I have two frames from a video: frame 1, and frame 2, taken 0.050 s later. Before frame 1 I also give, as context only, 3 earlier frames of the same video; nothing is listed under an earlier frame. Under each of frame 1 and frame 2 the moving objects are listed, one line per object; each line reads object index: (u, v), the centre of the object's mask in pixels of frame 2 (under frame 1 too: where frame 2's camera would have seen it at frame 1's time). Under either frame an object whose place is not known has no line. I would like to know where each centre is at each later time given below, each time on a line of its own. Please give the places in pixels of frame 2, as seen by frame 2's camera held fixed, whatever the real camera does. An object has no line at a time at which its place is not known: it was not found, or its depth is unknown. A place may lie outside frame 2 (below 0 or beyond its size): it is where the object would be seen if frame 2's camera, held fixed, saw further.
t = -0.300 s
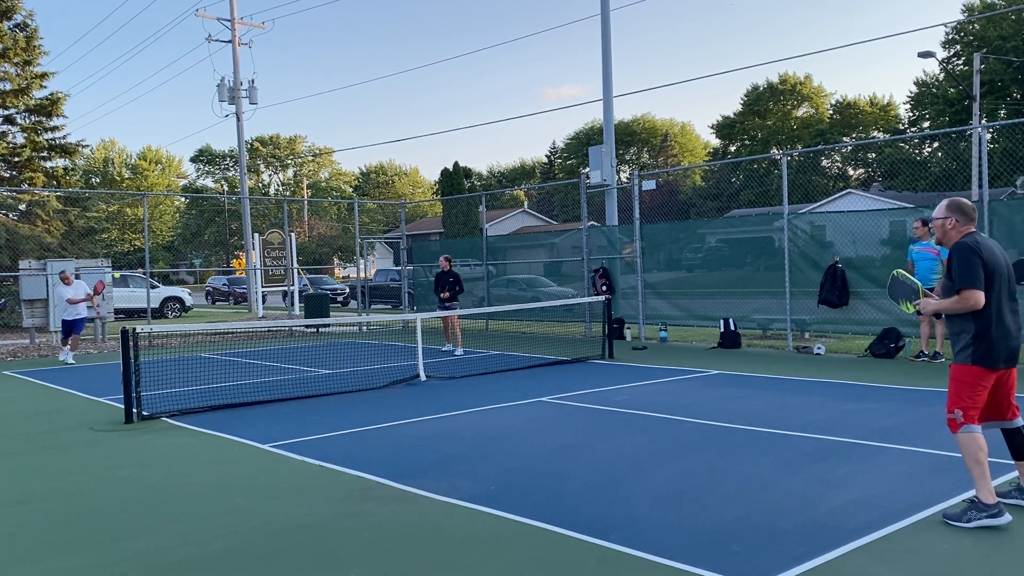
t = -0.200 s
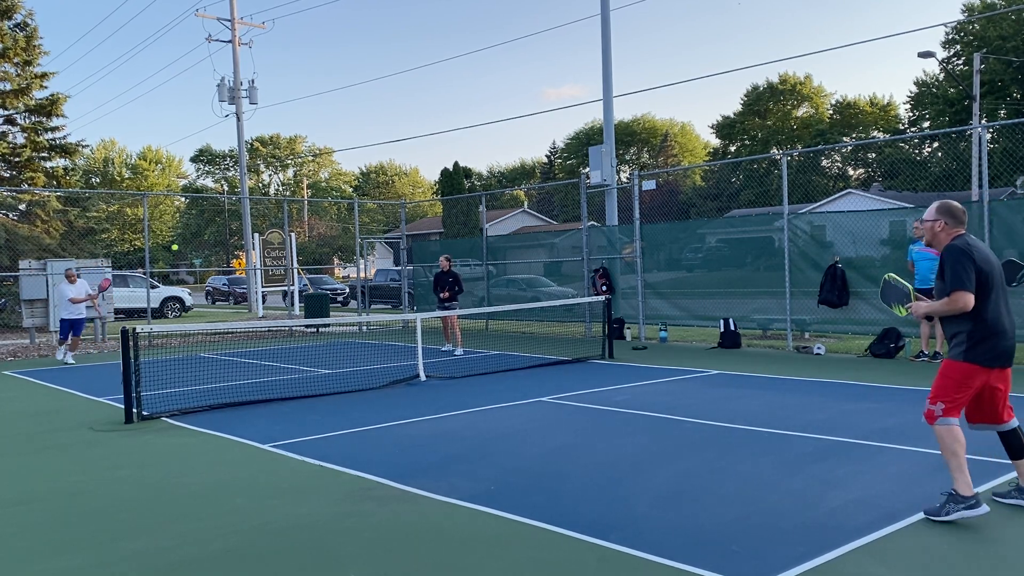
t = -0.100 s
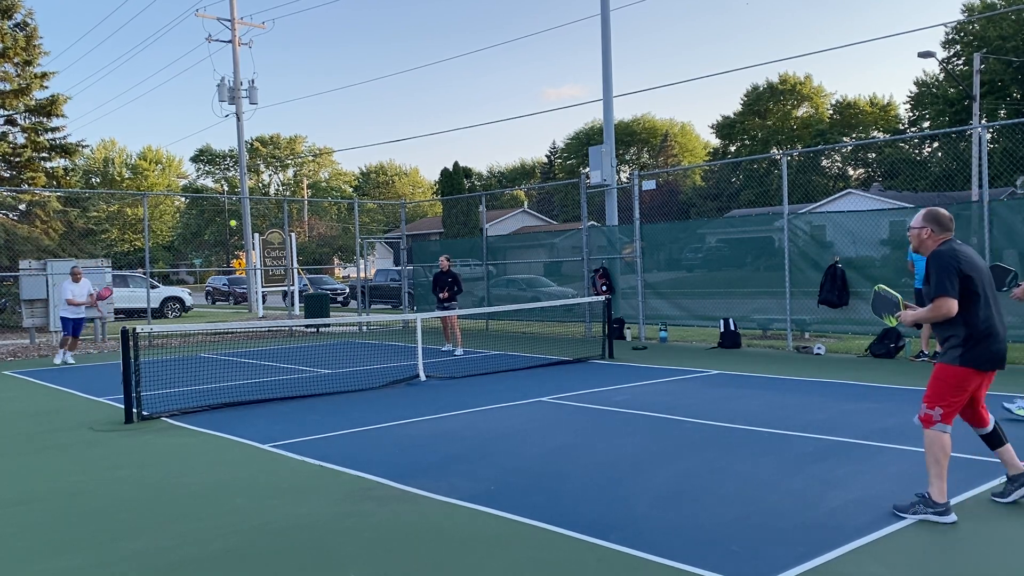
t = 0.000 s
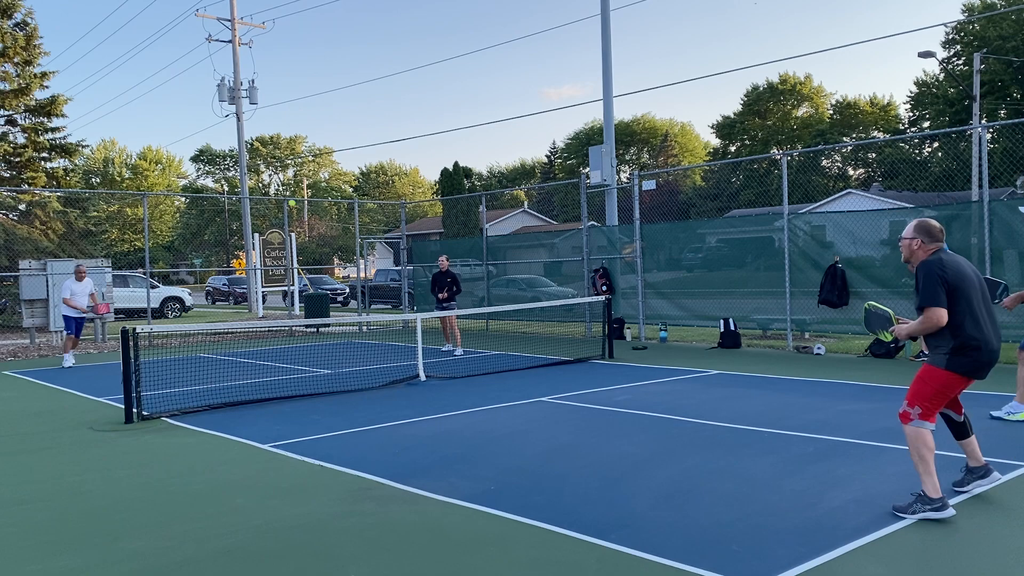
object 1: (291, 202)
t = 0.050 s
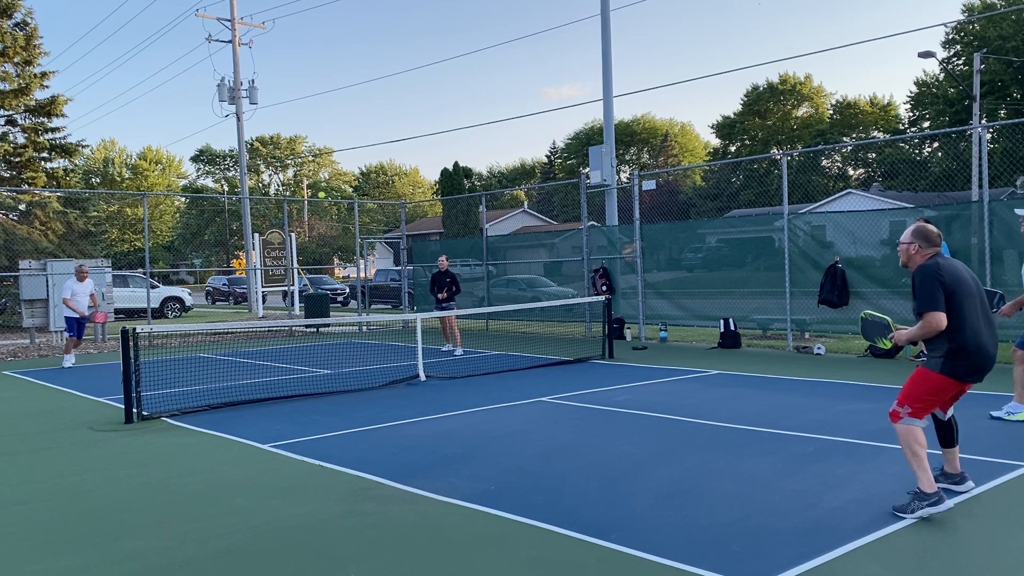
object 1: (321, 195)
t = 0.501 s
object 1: (605, 200)
